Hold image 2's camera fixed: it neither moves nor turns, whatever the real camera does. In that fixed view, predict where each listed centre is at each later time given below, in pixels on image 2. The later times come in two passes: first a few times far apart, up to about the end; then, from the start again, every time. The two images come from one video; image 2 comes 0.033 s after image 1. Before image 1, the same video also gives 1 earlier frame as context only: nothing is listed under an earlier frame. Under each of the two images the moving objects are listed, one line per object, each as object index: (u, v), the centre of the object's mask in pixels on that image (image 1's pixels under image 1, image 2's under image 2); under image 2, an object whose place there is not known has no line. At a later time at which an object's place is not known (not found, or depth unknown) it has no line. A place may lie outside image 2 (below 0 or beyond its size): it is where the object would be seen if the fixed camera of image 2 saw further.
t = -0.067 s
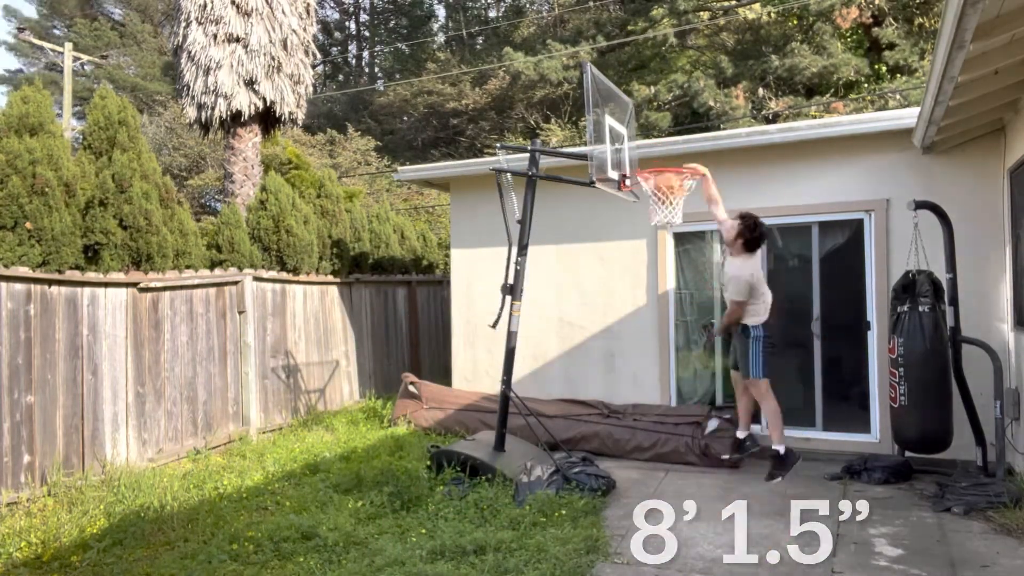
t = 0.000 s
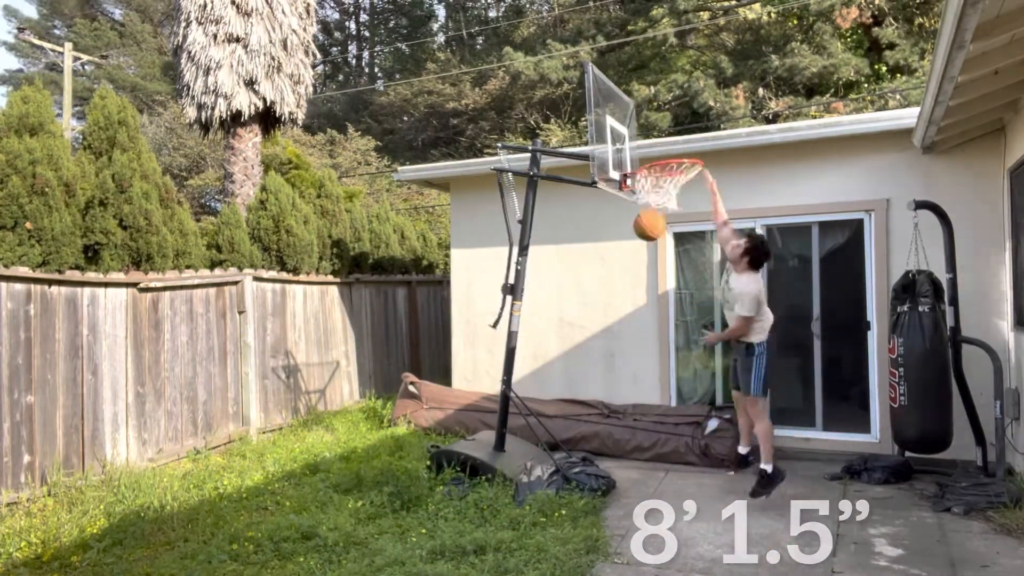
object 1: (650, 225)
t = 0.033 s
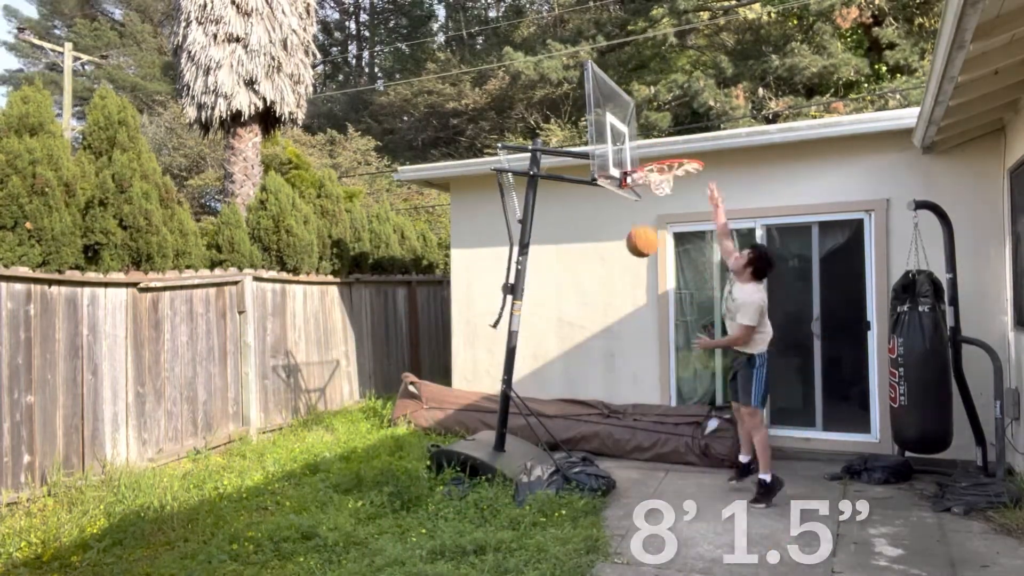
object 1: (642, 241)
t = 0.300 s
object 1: (589, 416)
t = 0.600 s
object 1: (548, 366)
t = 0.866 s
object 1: (515, 359)
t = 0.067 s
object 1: (635, 260)
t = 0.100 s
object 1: (628, 279)
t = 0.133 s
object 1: (621, 299)
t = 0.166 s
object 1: (615, 321)
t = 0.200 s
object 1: (608, 343)
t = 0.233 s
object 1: (601, 367)
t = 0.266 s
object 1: (595, 391)
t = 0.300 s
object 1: (589, 416)
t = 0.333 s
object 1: (582, 444)
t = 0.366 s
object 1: (578, 444)
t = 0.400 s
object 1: (573, 427)
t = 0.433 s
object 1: (569, 415)
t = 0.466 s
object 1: (565, 402)
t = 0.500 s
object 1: (560, 391)
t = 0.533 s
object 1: (556, 382)
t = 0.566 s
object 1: (552, 373)
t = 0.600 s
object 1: (548, 366)
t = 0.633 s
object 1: (544, 361)
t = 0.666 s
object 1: (539, 356)
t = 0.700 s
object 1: (535, 353)
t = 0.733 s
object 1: (531, 351)
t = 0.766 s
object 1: (527, 351)
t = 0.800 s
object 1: (523, 353)
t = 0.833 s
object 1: (519, 355)
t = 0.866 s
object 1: (515, 359)
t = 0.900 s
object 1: (511, 365)
